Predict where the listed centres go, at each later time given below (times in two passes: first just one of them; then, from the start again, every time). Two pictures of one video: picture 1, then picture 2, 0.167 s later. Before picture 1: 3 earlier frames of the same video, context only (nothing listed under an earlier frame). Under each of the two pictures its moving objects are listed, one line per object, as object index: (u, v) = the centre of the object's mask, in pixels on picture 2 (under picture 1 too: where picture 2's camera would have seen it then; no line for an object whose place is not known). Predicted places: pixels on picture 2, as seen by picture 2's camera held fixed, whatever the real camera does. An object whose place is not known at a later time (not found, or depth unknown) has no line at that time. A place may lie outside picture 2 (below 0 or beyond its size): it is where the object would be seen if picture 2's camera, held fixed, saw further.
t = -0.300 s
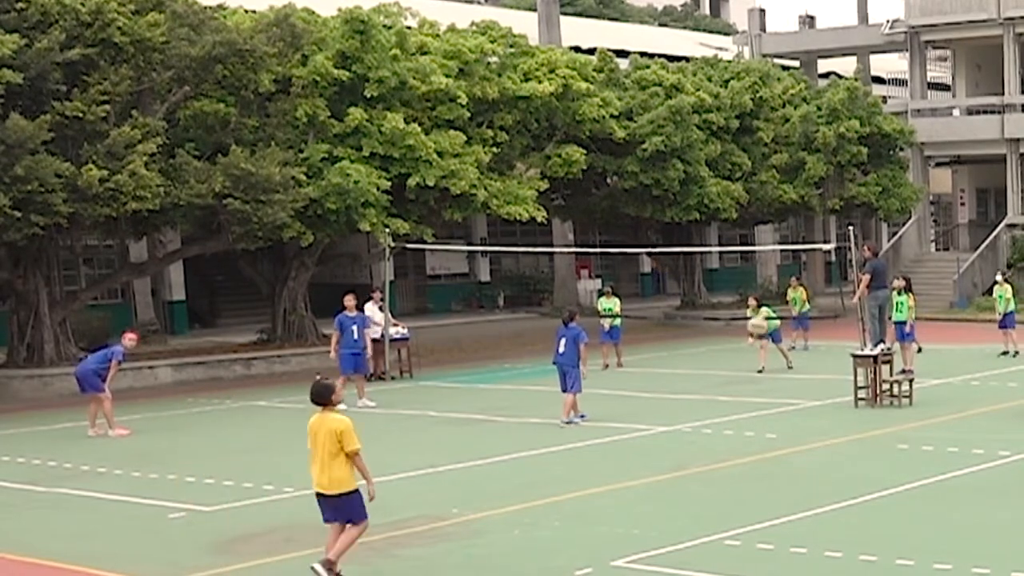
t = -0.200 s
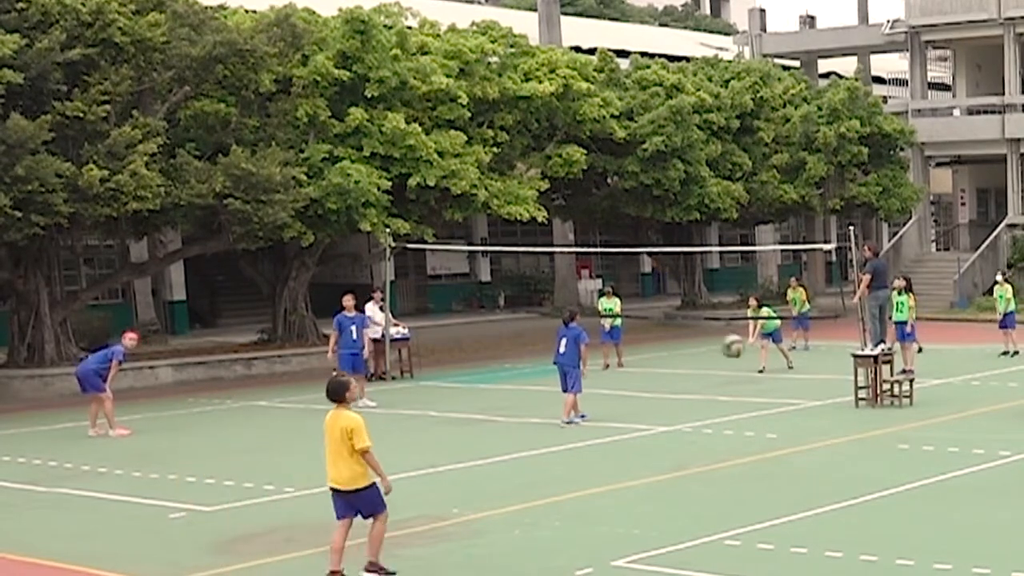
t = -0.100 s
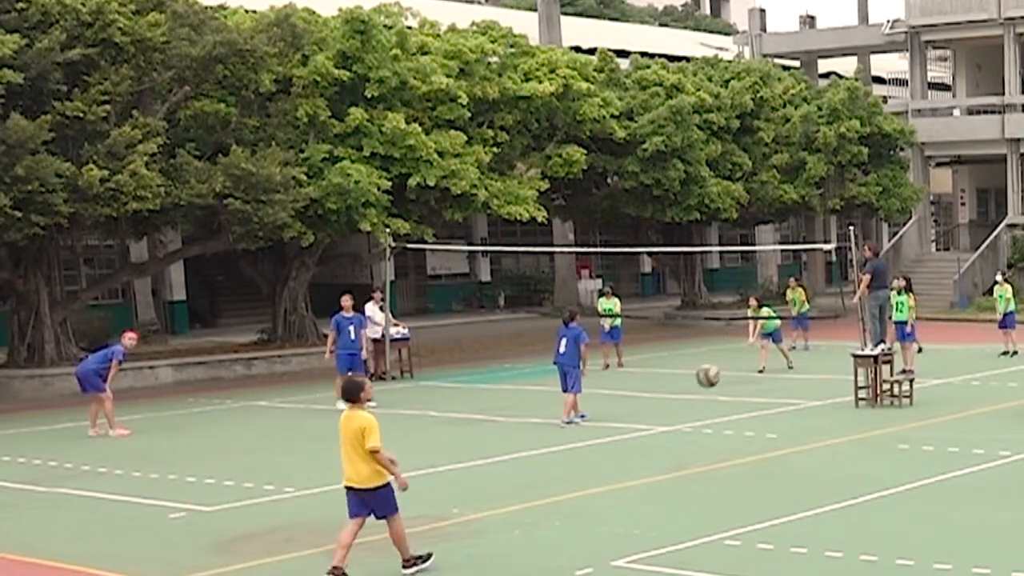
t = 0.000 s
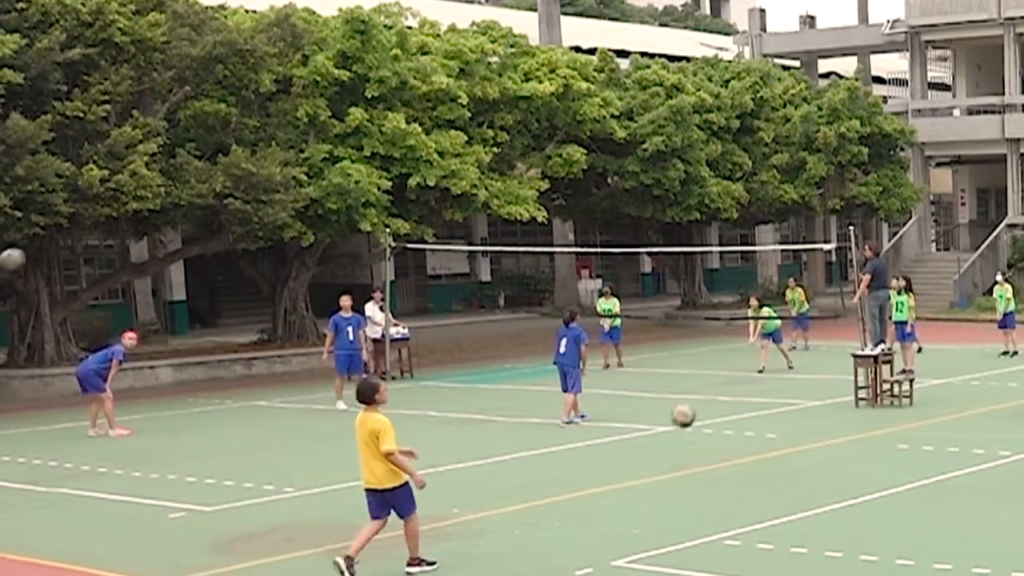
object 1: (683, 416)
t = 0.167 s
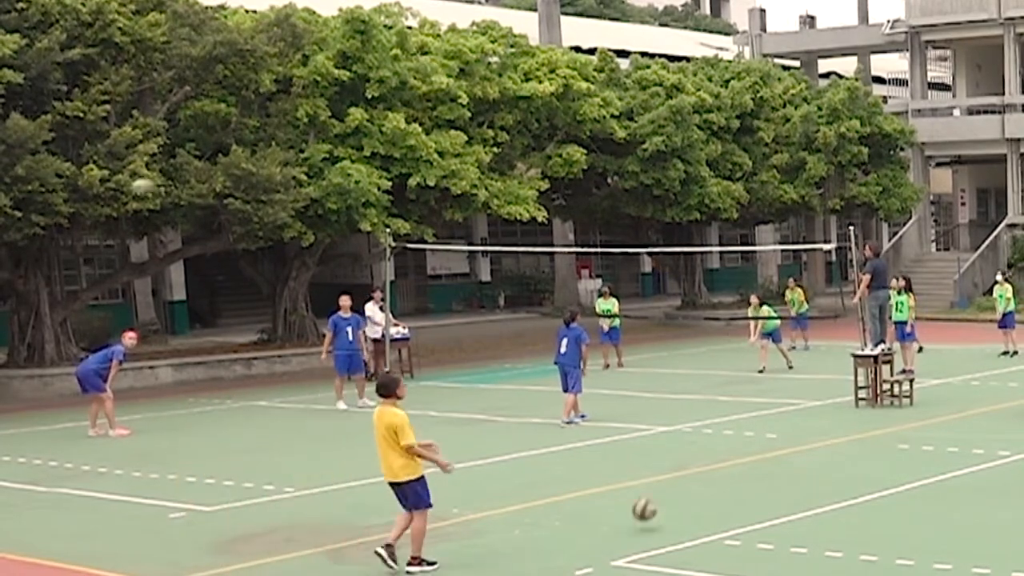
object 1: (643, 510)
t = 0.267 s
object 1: (617, 483)
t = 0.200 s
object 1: (635, 515)
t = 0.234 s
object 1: (627, 499)
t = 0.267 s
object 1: (617, 483)
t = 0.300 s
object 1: (607, 469)
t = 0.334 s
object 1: (598, 456)
